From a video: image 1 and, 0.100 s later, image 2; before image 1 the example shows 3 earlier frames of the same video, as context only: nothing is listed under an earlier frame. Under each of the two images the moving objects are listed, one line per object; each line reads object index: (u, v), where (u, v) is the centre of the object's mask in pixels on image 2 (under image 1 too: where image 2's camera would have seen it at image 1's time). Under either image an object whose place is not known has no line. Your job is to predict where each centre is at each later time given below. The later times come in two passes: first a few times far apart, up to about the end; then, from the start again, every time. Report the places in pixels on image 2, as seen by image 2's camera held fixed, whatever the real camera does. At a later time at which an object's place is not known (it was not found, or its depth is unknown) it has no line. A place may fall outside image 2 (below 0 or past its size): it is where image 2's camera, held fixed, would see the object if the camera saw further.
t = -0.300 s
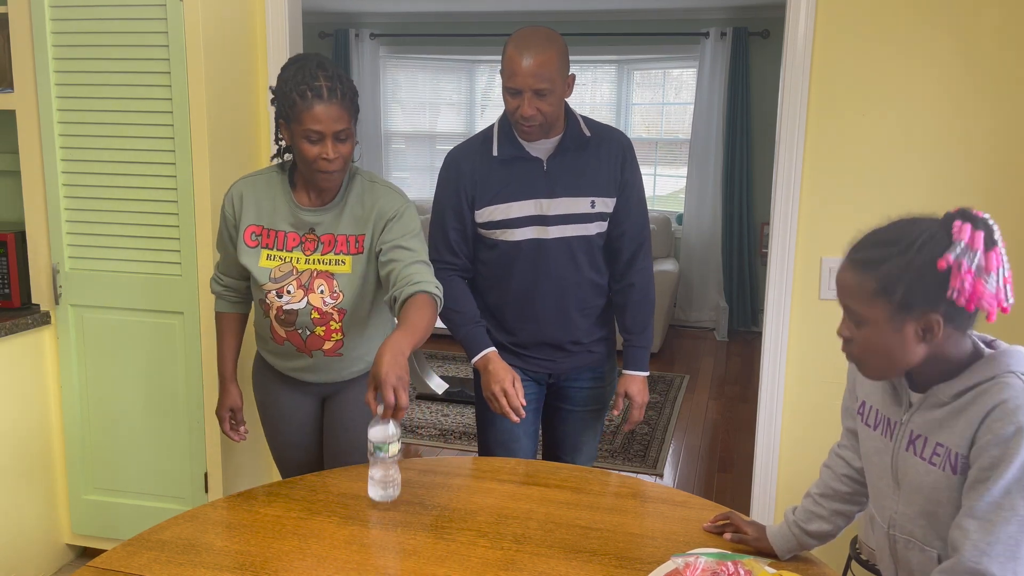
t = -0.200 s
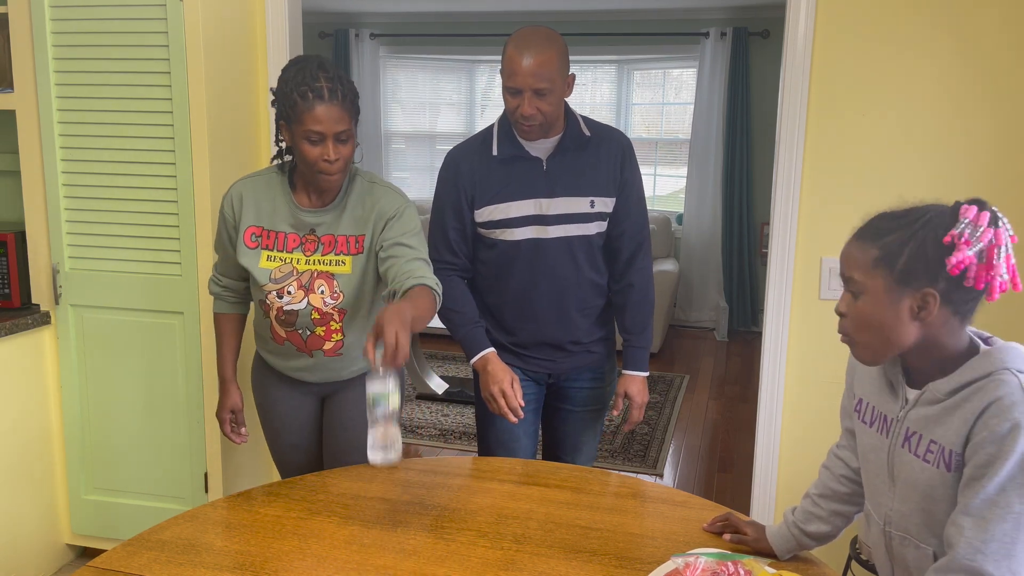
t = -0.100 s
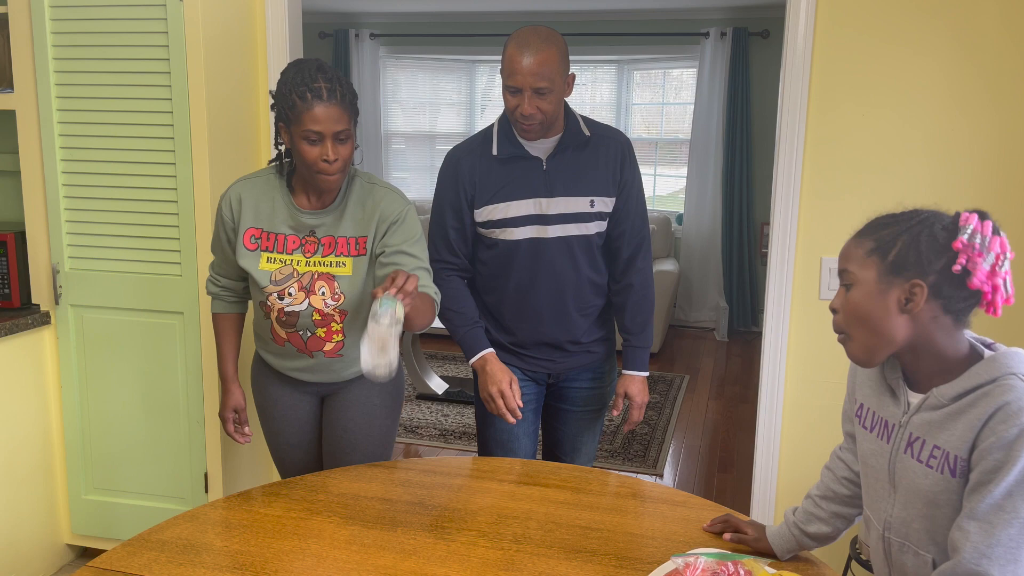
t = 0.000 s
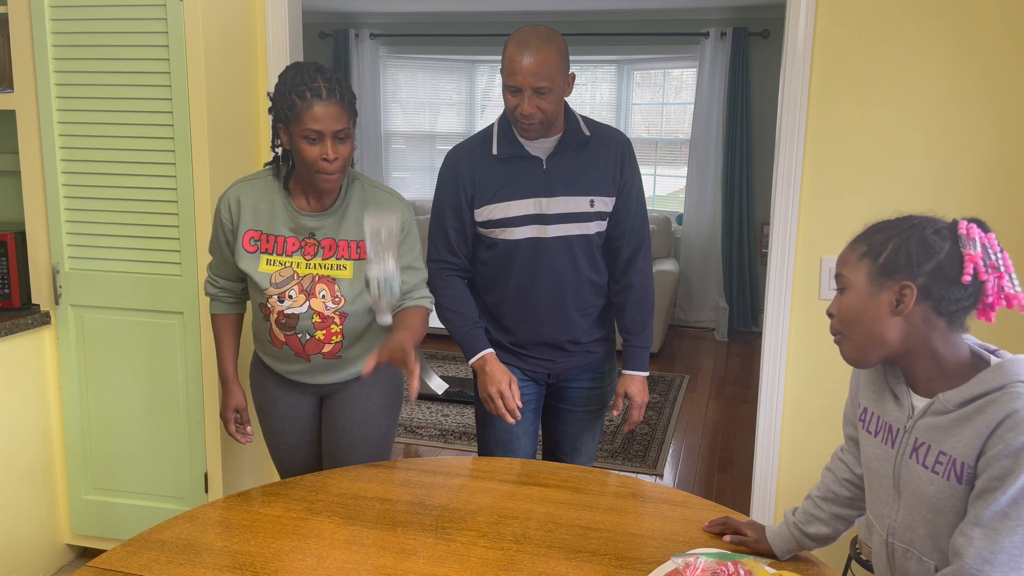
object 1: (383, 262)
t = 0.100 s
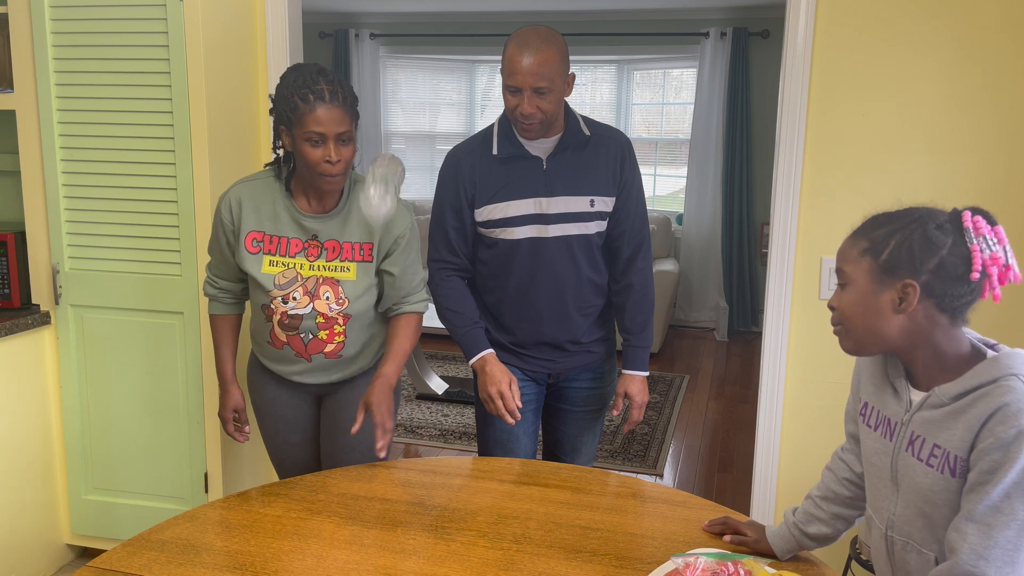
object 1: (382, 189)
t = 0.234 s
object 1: (384, 187)
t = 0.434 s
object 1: (391, 360)
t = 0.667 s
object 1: (387, 468)
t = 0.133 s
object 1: (382, 177)
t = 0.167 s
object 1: (382, 172)
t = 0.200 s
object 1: (383, 176)
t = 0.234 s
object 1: (384, 187)
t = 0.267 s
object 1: (385, 203)
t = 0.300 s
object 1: (386, 224)
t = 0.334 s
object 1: (387, 251)
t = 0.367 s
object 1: (388, 283)
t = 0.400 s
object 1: (390, 320)
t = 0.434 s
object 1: (391, 360)
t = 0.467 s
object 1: (392, 407)
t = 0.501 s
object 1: (393, 454)
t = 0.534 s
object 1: (392, 456)
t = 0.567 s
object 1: (391, 457)
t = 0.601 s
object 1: (390, 459)
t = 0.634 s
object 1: (389, 462)
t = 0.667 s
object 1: (387, 468)
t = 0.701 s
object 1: (385, 470)
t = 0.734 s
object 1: (383, 468)
